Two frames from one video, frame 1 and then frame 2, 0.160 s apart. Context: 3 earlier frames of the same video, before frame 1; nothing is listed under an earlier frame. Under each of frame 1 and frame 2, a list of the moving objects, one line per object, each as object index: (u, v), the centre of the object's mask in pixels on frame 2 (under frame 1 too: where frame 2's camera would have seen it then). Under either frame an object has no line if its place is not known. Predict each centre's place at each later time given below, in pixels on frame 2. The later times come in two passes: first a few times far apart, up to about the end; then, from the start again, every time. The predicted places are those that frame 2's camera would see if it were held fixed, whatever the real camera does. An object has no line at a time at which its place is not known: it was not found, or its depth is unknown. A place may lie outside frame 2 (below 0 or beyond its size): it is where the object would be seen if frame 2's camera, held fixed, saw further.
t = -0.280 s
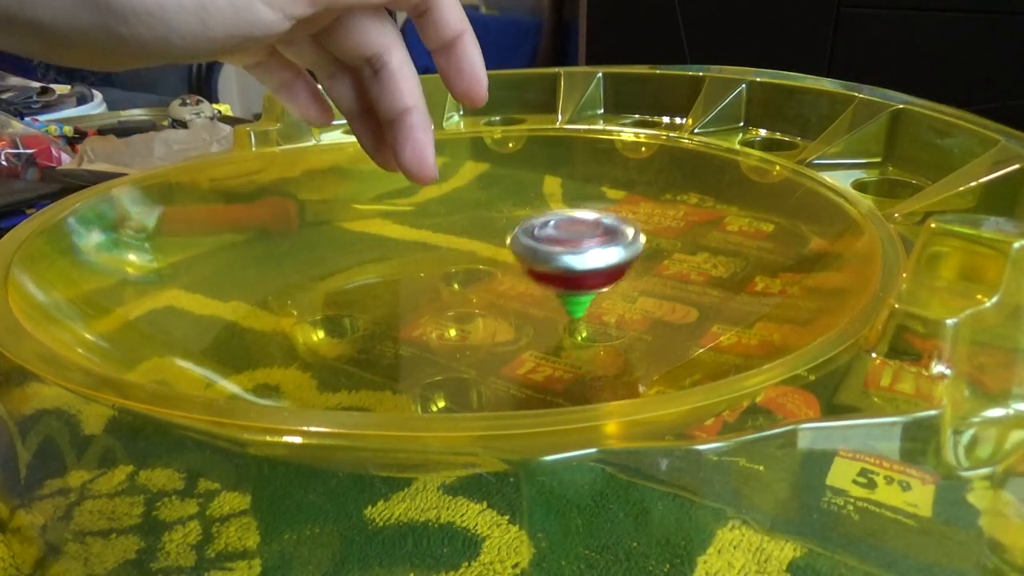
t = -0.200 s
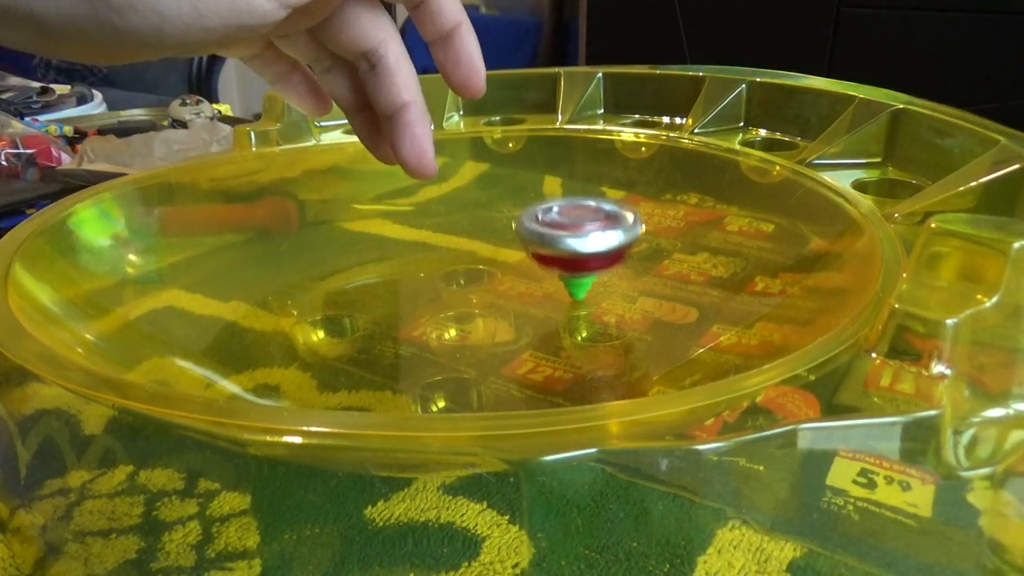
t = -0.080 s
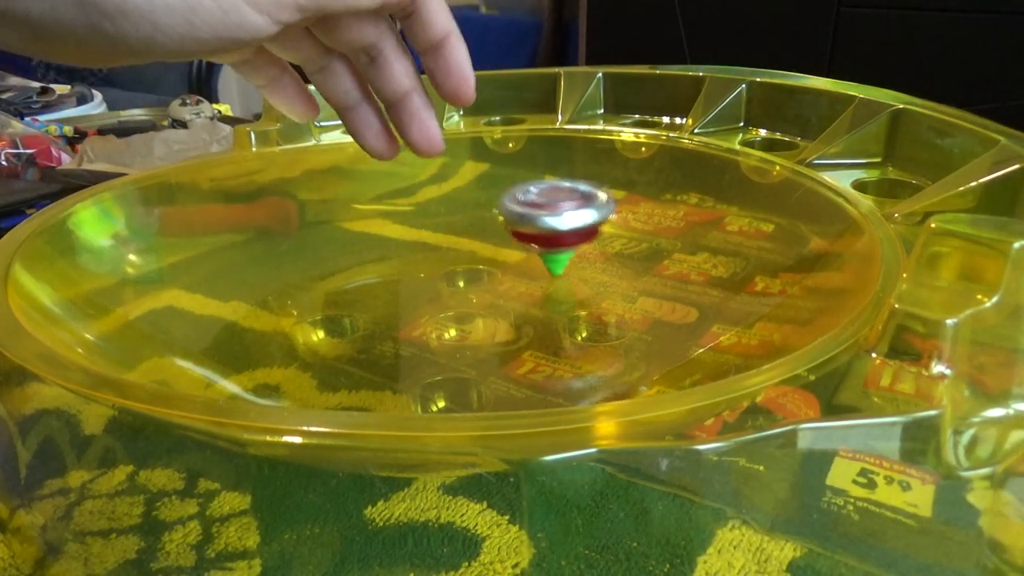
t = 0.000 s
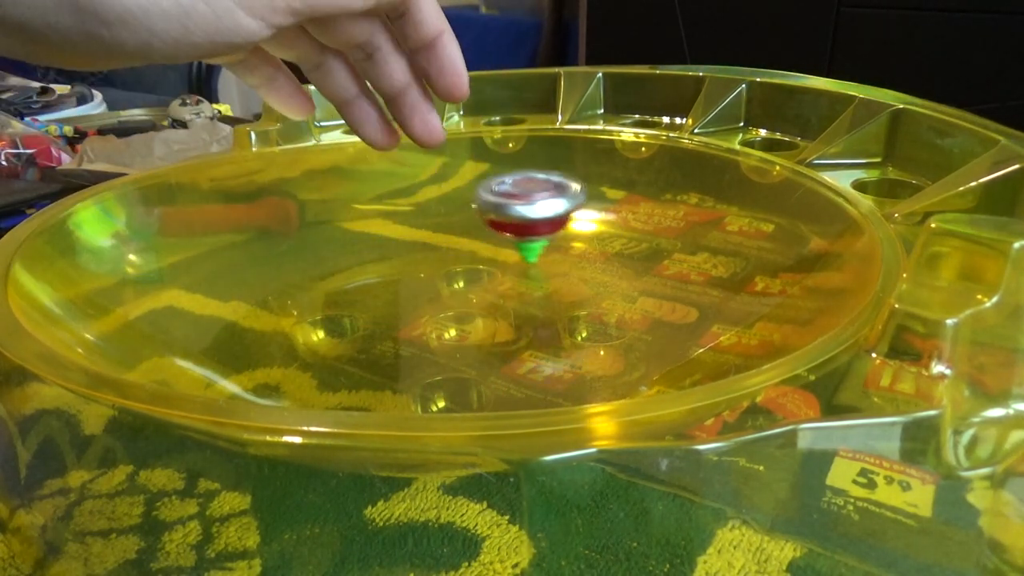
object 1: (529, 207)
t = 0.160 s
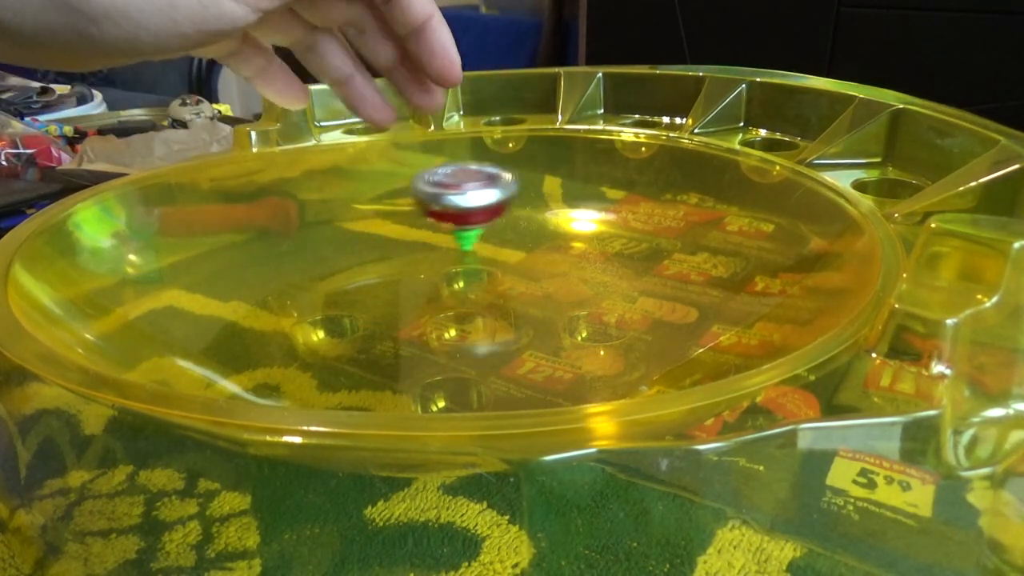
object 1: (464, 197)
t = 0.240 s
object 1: (423, 198)
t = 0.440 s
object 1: (327, 221)
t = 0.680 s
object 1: (311, 258)
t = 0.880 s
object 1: (377, 281)
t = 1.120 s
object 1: (500, 275)
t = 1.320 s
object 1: (565, 245)
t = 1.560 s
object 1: (534, 206)
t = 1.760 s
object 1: (450, 196)
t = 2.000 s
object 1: (341, 221)
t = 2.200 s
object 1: (318, 249)
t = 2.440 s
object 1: (369, 281)
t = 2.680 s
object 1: (482, 281)
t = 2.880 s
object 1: (556, 253)
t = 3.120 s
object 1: (543, 214)
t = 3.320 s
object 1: (473, 197)
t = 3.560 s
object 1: (352, 212)
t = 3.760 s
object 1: (318, 241)
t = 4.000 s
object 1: (357, 275)
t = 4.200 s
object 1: (445, 283)
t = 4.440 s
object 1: (551, 258)
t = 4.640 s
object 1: (563, 228)
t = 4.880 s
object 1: (496, 202)
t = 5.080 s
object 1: (406, 201)
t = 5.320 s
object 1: (323, 229)
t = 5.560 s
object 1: (321, 261)
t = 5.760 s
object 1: (385, 279)
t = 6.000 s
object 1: (496, 270)
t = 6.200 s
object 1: (553, 243)
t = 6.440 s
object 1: (529, 207)
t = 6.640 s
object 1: (455, 197)
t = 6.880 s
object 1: (357, 218)
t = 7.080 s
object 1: (327, 243)
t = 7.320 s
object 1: (357, 274)
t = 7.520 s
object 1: (436, 282)
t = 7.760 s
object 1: (532, 263)
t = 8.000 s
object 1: (551, 224)
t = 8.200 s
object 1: (501, 203)
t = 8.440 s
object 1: (401, 203)
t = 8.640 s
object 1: (337, 224)
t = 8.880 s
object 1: (325, 254)
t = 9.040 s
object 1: (361, 272)
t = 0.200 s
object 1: (445, 198)
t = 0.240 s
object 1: (423, 198)
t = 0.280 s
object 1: (401, 201)
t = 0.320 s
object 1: (380, 204)
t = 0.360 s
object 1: (360, 209)
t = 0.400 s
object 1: (341, 214)
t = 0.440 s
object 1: (327, 221)
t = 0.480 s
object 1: (316, 228)
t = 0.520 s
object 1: (310, 234)
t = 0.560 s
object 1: (307, 240)
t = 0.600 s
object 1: (305, 246)
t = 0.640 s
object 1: (307, 252)
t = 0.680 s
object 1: (311, 258)
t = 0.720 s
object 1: (319, 264)
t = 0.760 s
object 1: (330, 269)
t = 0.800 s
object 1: (343, 274)
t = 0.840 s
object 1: (359, 278)
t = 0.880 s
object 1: (377, 281)
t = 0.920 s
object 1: (396, 282)
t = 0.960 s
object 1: (417, 283)
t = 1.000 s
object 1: (437, 282)
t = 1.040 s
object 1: (458, 281)
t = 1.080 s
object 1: (479, 278)
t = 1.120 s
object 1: (500, 275)
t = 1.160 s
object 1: (518, 271)
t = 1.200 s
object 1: (538, 261)
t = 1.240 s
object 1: (550, 257)
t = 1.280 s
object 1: (559, 252)
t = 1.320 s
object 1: (565, 245)
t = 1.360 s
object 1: (567, 238)
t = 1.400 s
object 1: (566, 231)
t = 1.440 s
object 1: (562, 224)
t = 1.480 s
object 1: (554, 217)
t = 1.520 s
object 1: (545, 211)
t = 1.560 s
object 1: (534, 206)
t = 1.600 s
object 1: (521, 202)
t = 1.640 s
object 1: (507, 200)
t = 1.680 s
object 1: (490, 197)
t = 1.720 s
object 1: (471, 195)
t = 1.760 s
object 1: (450, 196)
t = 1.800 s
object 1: (427, 198)
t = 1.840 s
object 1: (405, 201)
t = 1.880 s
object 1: (386, 205)
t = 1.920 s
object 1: (367, 210)
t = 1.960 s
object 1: (352, 215)
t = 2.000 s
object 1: (341, 221)
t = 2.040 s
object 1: (333, 226)
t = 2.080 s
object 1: (327, 232)
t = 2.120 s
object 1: (322, 237)
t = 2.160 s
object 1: (319, 243)
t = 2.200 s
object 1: (318, 249)
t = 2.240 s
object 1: (319, 256)
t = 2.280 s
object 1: (323, 262)
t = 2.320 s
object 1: (331, 268)
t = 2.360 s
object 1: (341, 273)
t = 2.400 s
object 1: (354, 277)
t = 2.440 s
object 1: (369, 281)
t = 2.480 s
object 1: (386, 284)
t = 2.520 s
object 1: (405, 285)
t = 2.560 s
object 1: (424, 286)
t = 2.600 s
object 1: (443, 286)
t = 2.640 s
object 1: (463, 284)
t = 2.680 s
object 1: (482, 281)
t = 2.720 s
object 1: (502, 278)
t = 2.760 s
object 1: (519, 273)
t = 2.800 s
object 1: (538, 263)
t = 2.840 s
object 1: (549, 258)
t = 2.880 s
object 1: (556, 253)
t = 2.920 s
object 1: (561, 248)
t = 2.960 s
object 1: (564, 240)
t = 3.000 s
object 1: (562, 233)
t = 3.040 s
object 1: (558, 226)
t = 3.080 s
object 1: (551, 220)
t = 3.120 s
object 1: (543, 214)
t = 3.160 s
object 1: (530, 209)
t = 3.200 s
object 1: (518, 204)
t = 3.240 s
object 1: (505, 201)
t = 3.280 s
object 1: (490, 198)
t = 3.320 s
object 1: (473, 197)
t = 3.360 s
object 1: (454, 196)
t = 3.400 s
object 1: (431, 197)
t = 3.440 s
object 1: (410, 199)
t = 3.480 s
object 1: (389, 202)
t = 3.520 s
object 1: (370, 207)
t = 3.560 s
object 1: (352, 212)
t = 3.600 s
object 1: (339, 218)
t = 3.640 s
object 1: (330, 224)
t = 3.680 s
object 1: (324, 230)
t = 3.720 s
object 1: (320, 235)
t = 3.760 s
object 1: (318, 241)
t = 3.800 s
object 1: (318, 247)
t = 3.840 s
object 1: (320, 253)
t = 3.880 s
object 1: (325, 259)
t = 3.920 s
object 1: (333, 265)
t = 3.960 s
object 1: (344, 270)
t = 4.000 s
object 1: (357, 275)
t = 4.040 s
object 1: (372, 278)
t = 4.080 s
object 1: (389, 280)
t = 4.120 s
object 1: (408, 282)
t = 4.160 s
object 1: (427, 283)
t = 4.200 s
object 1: (445, 283)
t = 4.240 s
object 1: (465, 281)
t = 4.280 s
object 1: (485, 279)
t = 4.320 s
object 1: (504, 276)
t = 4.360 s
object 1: (522, 272)
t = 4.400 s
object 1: (536, 267)
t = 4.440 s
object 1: (551, 258)
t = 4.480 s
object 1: (560, 254)
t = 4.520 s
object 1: (565, 248)
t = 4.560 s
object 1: (568, 241)
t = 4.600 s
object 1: (567, 234)
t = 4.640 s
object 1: (563, 228)
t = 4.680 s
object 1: (557, 221)
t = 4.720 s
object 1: (547, 215)
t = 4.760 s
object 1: (537, 211)
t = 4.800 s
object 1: (524, 207)
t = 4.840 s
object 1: (510, 203)
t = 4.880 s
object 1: (496, 202)
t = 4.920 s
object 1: (481, 199)
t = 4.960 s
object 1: (464, 198)
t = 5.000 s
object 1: (446, 198)
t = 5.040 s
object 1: (426, 199)
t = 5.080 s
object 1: (406, 201)
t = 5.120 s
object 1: (387, 205)
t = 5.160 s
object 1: (368, 209)
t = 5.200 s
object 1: (352, 214)
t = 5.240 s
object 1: (338, 219)
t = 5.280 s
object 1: (330, 224)
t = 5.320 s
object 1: (323, 229)
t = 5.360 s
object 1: (317, 234)
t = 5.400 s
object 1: (313, 240)
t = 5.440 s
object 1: (312, 245)
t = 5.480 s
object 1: (312, 250)
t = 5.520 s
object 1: (315, 256)
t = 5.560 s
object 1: (321, 261)
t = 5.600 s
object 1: (329, 266)
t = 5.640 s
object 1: (340, 271)
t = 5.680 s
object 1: (353, 274)
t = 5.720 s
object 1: (368, 277)
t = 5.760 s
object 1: (385, 279)
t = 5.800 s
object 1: (403, 279)
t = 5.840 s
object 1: (422, 279)
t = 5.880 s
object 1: (441, 279)
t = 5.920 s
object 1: (460, 277)
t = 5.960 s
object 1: (478, 274)
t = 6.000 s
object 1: (496, 270)
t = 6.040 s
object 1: (512, 266)
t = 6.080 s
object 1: (526, 261)
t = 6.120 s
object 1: (540, 253)
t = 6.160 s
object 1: (548, 248)
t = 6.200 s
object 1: (553, 243)
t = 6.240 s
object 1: (556, 236)
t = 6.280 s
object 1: (556, 229)
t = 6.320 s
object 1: (553, 223)
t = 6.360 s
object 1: (547, 217)
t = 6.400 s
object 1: (538, 212)
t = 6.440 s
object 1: (529, 207)
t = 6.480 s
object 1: (517, 203)
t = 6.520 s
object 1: (505, 201)
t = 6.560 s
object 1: (491, 199)
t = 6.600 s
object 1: (474, 197)
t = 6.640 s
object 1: (455, 197)
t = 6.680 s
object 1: (436, 198)
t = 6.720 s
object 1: (416, 201)
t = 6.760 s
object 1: (397, 204)
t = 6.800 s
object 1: (380, 208)
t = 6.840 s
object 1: (366, 213)
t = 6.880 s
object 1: (357, 218)
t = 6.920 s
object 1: (348, 222)
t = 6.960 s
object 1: (341, 227)
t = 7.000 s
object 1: (335, 232)
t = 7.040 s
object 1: (330, 237)
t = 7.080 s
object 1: (327, 243)
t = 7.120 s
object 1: (327, 248)
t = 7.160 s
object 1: (328, 254)
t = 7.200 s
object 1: (331, 260)
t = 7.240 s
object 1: (337, 265)
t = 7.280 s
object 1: (346, 270)
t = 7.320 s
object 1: (357, 274)
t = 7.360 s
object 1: (371, 277)
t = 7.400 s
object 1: (386, 279)
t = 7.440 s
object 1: (402, 281)
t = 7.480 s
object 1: (419, 281)
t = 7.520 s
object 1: (436, 282)
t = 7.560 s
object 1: (454, 281)
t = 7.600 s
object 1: (472, 279)
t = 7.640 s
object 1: (489, 275)
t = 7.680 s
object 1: (505, 272)
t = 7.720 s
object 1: (520, 267)
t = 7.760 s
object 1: (532, 263)
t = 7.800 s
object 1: (545, 254)
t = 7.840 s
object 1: (551, 250)
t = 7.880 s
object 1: (555, 244)
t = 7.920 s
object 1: (557, 237)
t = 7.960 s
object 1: (554, 231)
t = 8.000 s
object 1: (551, 224)
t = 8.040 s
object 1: (544, 219)
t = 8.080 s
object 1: (537, 214)
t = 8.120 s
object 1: (525, 209)
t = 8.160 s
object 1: (513, 206)
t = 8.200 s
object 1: (501, 203)
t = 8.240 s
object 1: (488, 201)
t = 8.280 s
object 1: (474, 199)
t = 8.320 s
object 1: (458, 198)
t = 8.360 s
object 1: (439, 198)
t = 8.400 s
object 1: (420, 200)
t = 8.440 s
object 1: (401, 203)
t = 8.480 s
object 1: (383, 206)
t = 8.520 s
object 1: (367, 210)
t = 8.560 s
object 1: (354, 215)
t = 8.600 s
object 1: (344, 220)
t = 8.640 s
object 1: (337, 224)
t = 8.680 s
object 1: (331, 229)
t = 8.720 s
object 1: (326, 234)
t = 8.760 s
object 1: (324, 239)
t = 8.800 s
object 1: (322, 244)
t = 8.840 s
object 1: (323, 249)
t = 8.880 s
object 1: (325, 254)
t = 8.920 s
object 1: (330, 259)
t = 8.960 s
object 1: (338, 264)
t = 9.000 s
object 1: (349, 268)
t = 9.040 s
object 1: (361, 272)
